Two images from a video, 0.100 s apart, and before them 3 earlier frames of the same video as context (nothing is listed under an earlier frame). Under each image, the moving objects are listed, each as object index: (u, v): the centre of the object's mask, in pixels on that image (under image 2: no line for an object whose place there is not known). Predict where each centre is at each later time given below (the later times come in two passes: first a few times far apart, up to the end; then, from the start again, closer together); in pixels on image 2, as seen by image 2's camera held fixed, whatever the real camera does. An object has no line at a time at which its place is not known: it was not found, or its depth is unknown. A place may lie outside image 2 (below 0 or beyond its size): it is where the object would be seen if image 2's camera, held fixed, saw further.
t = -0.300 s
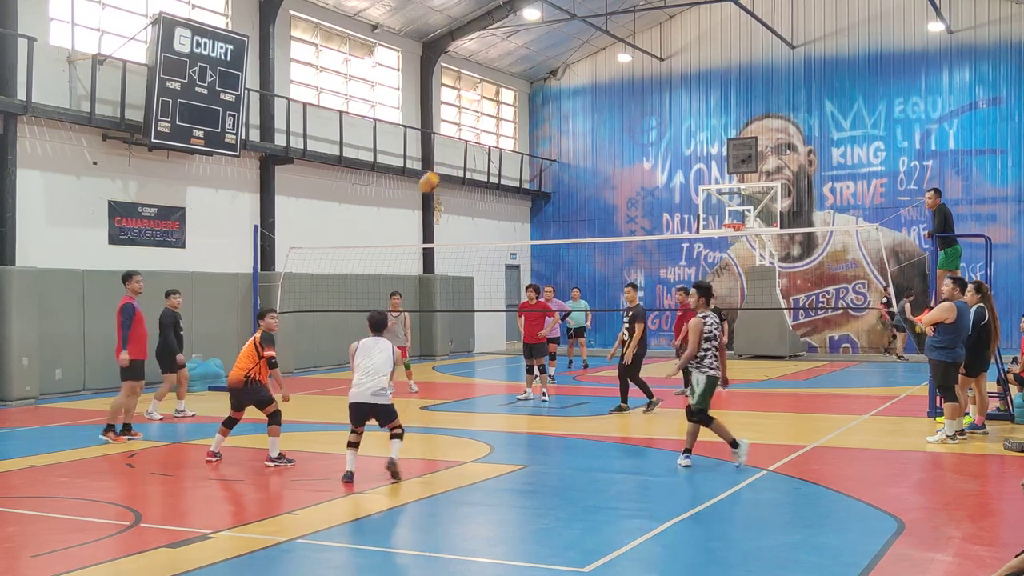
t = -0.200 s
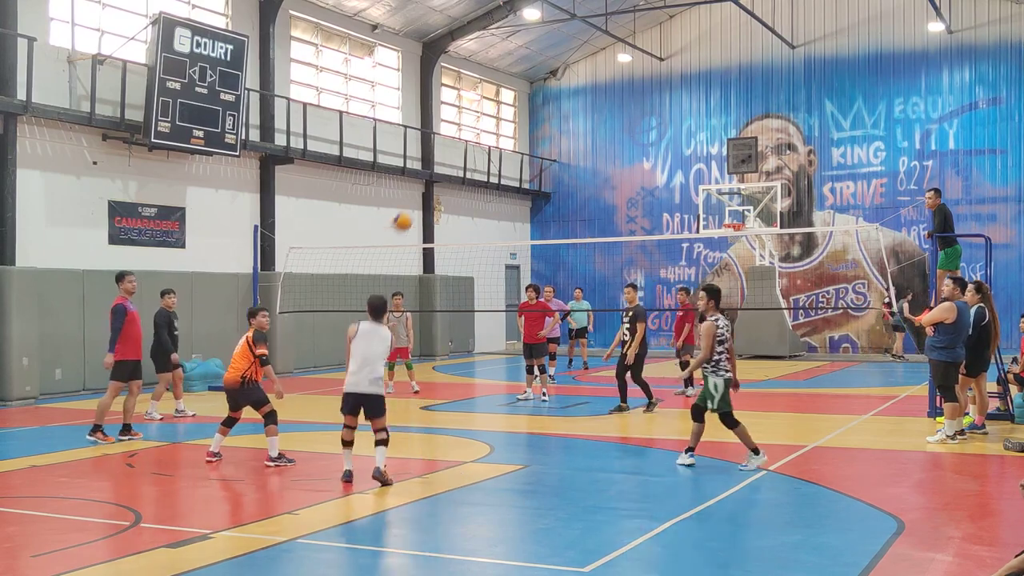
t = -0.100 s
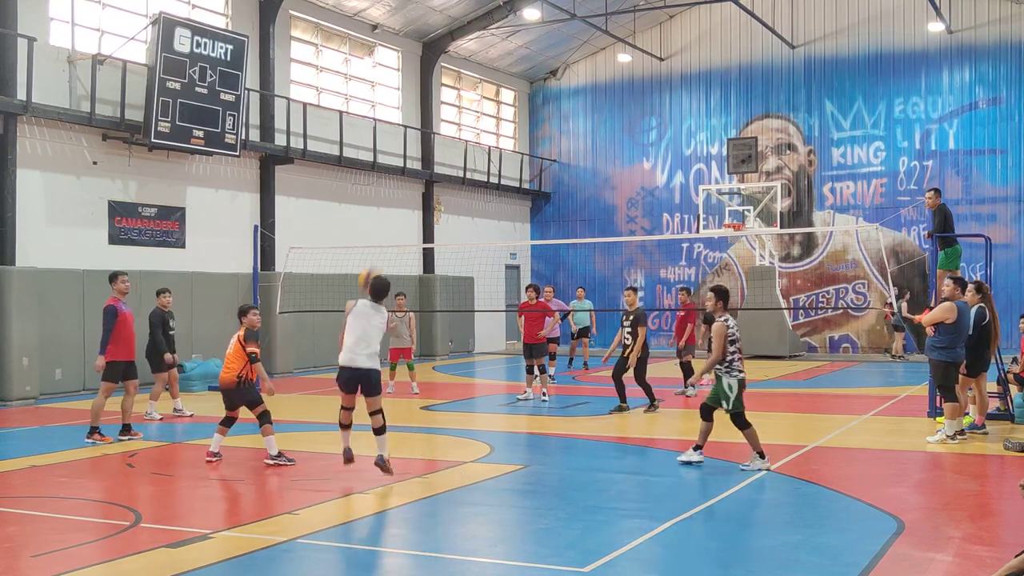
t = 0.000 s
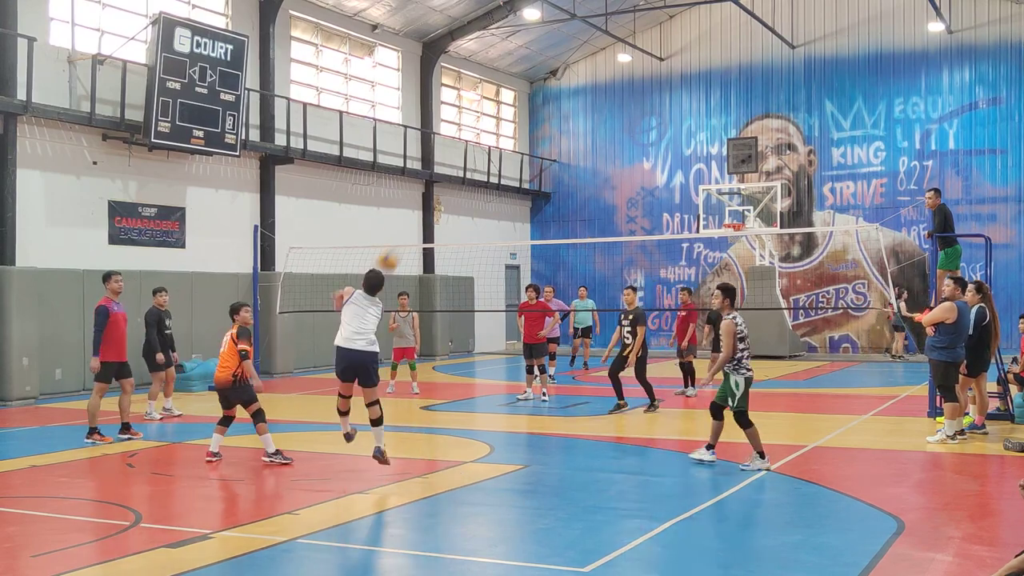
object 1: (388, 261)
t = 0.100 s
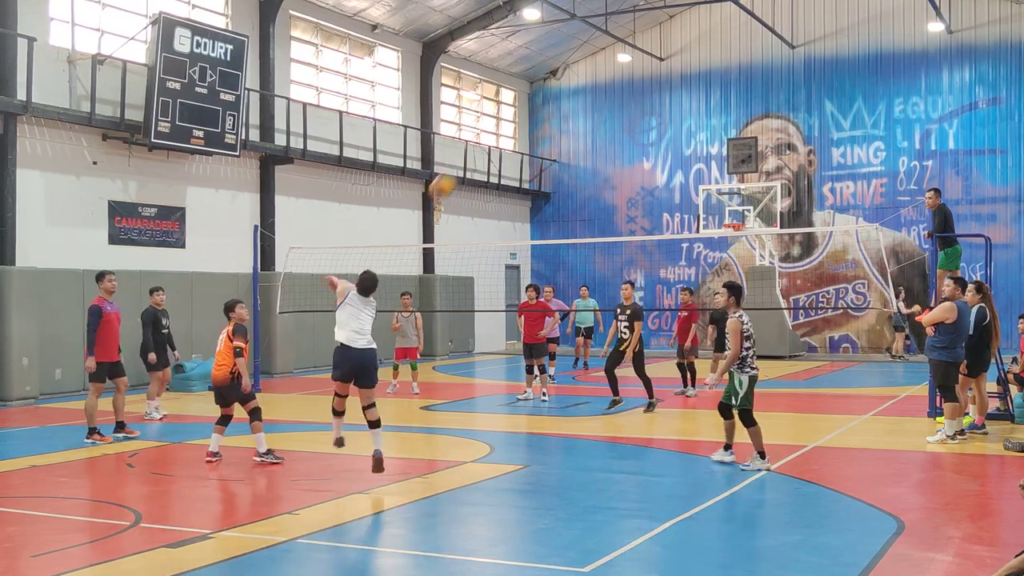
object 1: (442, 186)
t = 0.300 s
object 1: (542, 79)
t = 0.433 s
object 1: (601, 36)
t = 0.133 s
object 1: (460, 164)
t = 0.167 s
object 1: (476, 146)
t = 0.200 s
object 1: (495, 127)
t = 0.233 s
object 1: (513, 109)
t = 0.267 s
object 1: (528, 93)
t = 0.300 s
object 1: (542, 79)
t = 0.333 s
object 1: (557, 68)
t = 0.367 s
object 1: (571, 56)
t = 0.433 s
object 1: (601, 36)
